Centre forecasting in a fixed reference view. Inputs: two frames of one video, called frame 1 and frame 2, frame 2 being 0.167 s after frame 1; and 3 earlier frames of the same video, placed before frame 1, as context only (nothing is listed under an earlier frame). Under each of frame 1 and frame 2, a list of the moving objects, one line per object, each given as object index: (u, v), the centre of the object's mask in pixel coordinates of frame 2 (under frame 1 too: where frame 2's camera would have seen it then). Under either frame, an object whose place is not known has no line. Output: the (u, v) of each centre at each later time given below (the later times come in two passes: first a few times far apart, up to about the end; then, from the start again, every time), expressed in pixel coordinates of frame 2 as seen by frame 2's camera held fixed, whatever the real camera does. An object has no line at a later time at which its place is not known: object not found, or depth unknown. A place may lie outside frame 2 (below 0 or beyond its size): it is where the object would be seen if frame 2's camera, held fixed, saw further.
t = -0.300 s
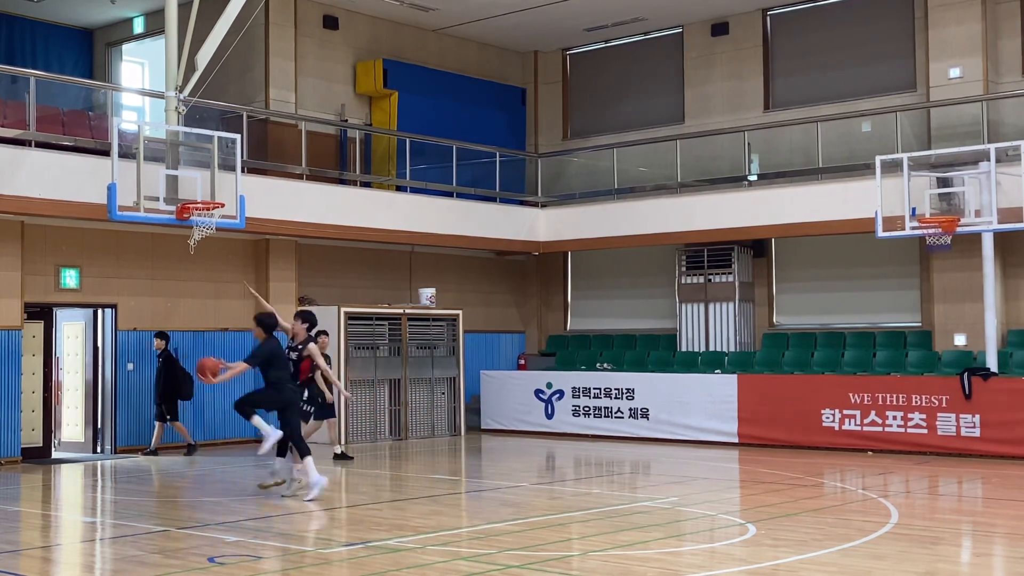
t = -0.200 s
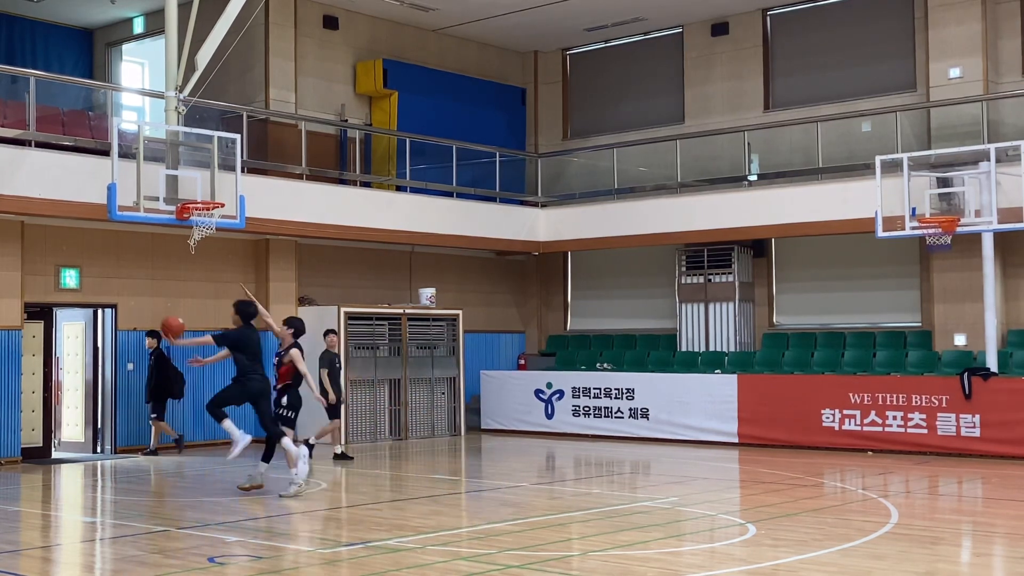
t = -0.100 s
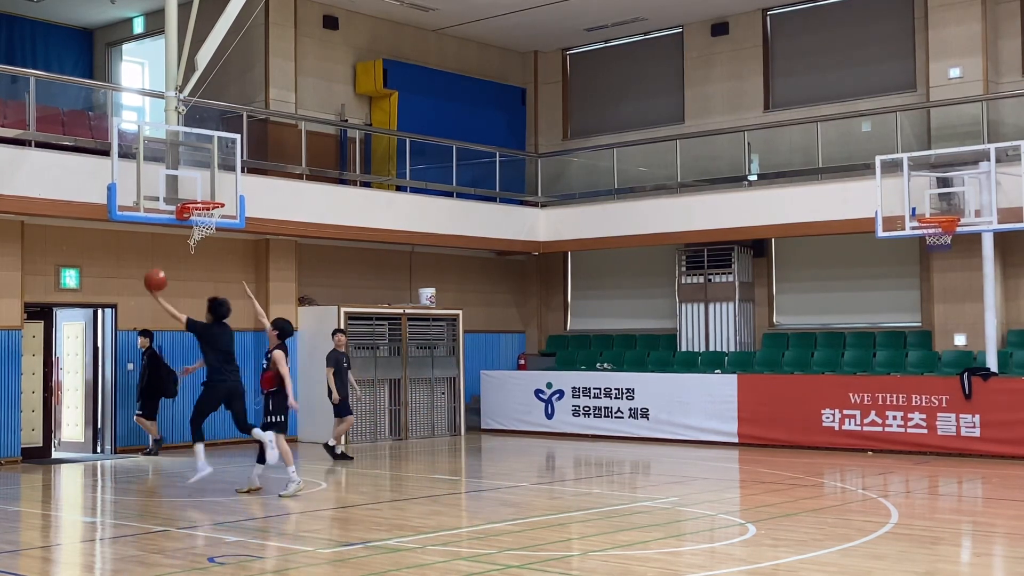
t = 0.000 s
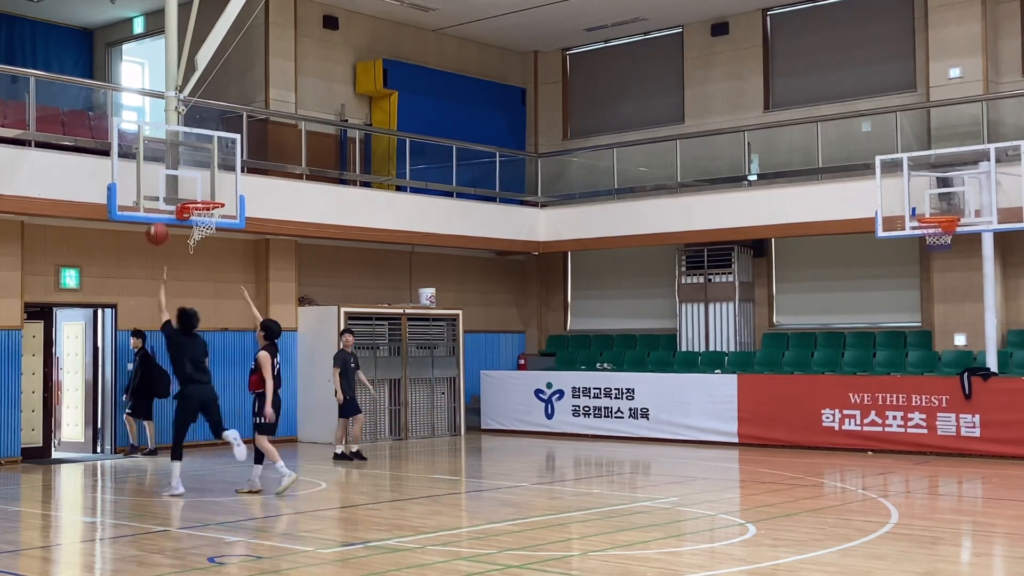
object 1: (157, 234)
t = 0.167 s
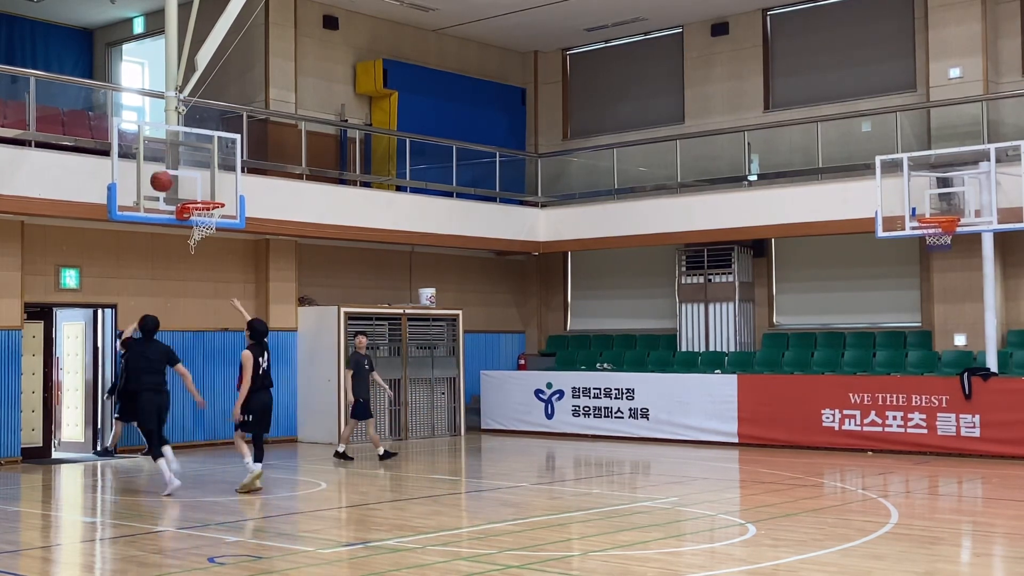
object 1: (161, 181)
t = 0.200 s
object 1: (162, 174)
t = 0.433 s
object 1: (170, 152)
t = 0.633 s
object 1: (189, 164)
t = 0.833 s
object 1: (204, 195)
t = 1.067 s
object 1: (205, 214)
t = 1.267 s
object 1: (202, 229)
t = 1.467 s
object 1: (204, 249)
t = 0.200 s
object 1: (162, 174)
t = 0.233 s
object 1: (163, 167)
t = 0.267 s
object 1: (164, 163)
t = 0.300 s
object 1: (165, 159)
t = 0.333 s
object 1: (166, 156)
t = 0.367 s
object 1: (166, 154)
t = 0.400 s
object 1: (168, 153)
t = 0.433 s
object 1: (170, 152)
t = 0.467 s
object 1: (173, 151)
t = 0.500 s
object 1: (176, 152)
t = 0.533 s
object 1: (179, 153)
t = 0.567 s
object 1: (183, 156)
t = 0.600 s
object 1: (186, 160)
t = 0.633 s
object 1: (189, 164)
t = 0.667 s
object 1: (193, 170)
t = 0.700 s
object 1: (196, 176)
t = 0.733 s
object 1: (199, 183)
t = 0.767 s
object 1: (203, 191)
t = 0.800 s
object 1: (204, 194)
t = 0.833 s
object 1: (204, 195)
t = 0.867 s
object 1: (204, 196)
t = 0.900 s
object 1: (205, 201)
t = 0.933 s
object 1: (205, 205)
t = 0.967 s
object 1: (205, 207)
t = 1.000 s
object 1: (205, 210)
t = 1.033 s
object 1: (206, 213)
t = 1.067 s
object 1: (205, 214)
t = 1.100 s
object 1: (203, 221)
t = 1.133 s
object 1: (200, 225)
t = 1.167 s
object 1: (202, 225)
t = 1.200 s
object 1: (203, 225)
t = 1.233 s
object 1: (204, 227)
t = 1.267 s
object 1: (202, 229)
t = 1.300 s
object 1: (198, 231)
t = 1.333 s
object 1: (203, 235)
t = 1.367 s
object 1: (203, 237)
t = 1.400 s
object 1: (204, 240)
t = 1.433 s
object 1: (202, 244)
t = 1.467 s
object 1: (204, 249)
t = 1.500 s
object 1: (203, 257)
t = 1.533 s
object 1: (205, 265)
